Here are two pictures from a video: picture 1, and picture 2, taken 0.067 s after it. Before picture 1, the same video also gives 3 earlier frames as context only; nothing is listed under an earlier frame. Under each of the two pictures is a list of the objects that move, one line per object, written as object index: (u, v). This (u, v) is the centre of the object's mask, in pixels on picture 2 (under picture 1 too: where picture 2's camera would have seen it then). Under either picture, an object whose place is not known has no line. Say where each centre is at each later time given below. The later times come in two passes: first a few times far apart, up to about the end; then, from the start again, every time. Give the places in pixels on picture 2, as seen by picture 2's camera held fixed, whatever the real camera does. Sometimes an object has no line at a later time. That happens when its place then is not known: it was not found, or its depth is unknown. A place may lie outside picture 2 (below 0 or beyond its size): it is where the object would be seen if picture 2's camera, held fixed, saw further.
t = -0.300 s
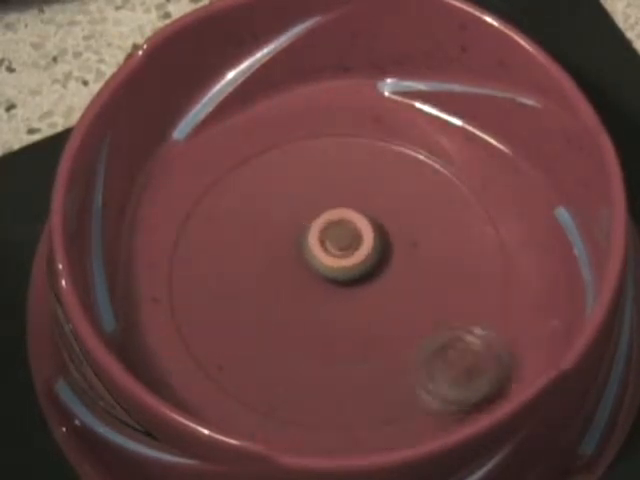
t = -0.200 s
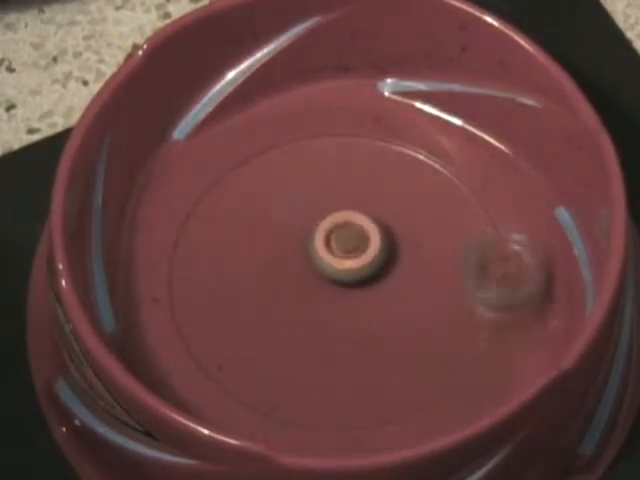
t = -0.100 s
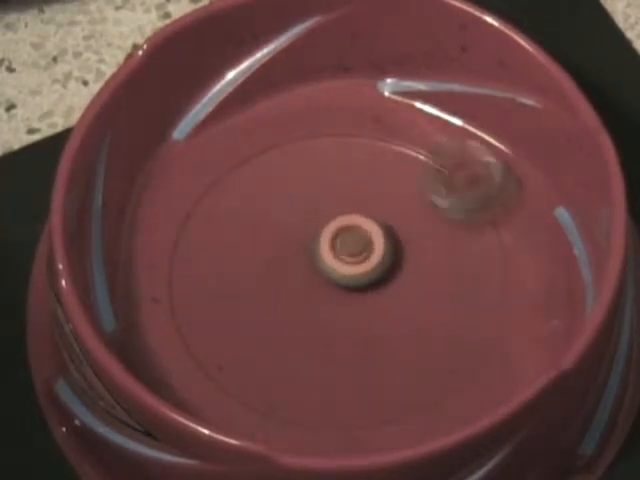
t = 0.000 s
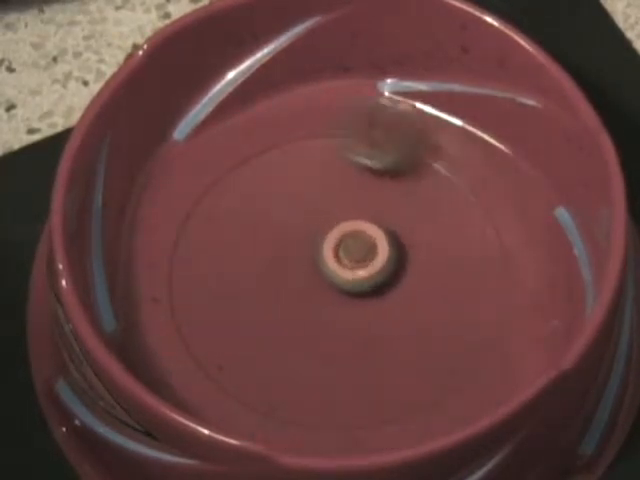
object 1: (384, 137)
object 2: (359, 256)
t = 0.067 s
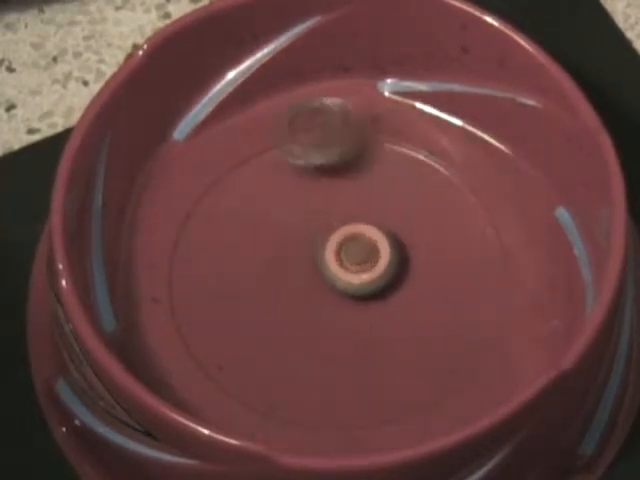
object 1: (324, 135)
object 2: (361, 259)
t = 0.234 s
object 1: (207, 208)
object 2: (366, 268)
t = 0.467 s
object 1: (252, 376)
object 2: (364, 284)
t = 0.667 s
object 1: (427, 386)
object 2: (363, 296)
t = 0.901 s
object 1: (492, 229)
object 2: (359, 303)
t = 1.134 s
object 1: (335, 150)
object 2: (351, 302)
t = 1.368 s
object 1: (200, 256)
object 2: (340, 292)
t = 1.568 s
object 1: (279, 378)
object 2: (331, 280)
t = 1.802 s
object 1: (453, 337)
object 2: (324, 269)
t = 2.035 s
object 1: (429, 194)
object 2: (324, 263)
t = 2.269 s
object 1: (269, 192)
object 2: (334, 261)
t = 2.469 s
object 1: (241, 302)
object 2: (345, 261)
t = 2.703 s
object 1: (380, 351)
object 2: (358, 267)
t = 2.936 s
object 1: (469, 256)
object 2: (353, 270)
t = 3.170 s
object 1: (376, 179)
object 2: (356, 287)
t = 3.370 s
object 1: (286, 252)
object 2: (358, 299)
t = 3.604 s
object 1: (309, 354)
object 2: (375, 310)
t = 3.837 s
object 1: (395, 387)
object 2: (386, 288)
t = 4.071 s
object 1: (429, 310)
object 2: (351, 278)
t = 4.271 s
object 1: (444, 288)
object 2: (265, 237)
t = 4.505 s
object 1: (361, 262)
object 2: (252, 239)
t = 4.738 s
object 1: (351, 316)
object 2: (234, 232)
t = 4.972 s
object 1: (375, 314)
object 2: (273, 251)
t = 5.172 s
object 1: (426, 323)
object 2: (266, 229)
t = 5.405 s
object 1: (455, 271)
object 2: (264, 231)
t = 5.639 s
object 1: (356, 253)
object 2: (261, 273)
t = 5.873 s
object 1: (331, 302)
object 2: (247, 335)
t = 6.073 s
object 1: (355, 314)
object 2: (259, 353)
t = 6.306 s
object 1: (373, 293)
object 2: (270, 348)
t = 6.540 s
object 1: (347, 270)
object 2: (286, 328)
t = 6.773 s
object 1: (352, 226)
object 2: (313, 302)
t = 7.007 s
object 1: (306, 212)
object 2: (357, 289)
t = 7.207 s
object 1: (301, 249)
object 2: (386, 291)
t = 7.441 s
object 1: (322, 279)
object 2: (404, 300)
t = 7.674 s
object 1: (316, 280)
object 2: (405, 303)
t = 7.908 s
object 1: (267, 272)
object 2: (371, 297)
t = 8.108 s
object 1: (242, 291)
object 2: (388, 265)
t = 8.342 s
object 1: (272, 312)
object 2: (391, 214)
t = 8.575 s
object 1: (341, 280)
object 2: (378, 207)
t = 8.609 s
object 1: (342, 278)
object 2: (380, 202)
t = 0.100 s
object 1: (294, 141)
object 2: (363, 261)
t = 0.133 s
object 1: (264, 152)
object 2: (364, 263)
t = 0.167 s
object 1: (243, 167)
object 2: (366, 265)
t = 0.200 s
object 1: (221, 186)
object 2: (366, 266)
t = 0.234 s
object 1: (207, 208)
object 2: (366, 268)
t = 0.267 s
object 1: (196, 233)
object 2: (366, 271)
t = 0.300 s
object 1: (191, 258)
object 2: (366, 273)
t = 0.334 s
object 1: (193, 287)
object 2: (366, 275)
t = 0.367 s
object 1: (199, 311)
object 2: (364, 276)
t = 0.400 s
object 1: (213, 337)
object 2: (365, 279)
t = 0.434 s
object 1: (230, 357)
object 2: (365, 281)
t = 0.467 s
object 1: (252, 376)
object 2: (364, 284)
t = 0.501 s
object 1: (283, 392)
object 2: (365, 286)
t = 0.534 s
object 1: (309, 399)
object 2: (363, 288)
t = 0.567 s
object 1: (341, 404)
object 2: (364, 290)
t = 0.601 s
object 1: (371, 404)
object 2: (363, 292)
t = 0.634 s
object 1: (402, 397)
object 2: (364, 294)
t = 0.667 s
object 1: (427, 386)
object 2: (363, 296)
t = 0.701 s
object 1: (456, 371)
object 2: (363, 297)
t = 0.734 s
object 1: (475, 352)
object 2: (363, 298)
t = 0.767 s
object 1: (493, 328)
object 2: (361, 300)
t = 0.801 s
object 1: (501, 301)
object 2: (360, 301)
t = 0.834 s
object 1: (503, 276)
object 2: (359, 302)
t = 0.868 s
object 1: (502, 252)
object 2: (360, 303)
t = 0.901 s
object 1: (492, 229)
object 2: (359, 303)
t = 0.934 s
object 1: (479, 208)
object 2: (359, 304)
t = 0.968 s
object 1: (459, 188)
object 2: (358, 304)
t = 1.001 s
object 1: (442, 174)
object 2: (357, 303)
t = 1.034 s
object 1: (414, 161)
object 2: (355, 303)
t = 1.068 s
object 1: (391, 153)
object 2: (354, 303)
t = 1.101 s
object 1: (360, 149)
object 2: (352, 302)
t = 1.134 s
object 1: (335, 150)
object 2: (351, 302)
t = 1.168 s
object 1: (306, 155)
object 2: (348, 300)
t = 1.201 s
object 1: (277, 163)
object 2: (348, 300)
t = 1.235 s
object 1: (253, 176)
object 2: (346, 298)
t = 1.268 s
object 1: (234, 191)
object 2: (344, 297)
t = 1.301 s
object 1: (218, 212)
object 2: (343, 295)
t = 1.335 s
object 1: (208, 232)
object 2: (342, 293)
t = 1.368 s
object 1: (200, 256)
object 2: (340, 292)
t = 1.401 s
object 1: (199, 282)
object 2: (339, 290)
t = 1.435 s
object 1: (202, 303)
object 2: (337, 288)
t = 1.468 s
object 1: (218, 329)
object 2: (336, 286)
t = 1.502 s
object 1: (231, 348)
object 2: (335, 283)
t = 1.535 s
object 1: (252, 365)
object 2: (333, 282)
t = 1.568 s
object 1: (279, 378)
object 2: (331, 280)
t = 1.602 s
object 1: (306, 387)
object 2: (330, 279)
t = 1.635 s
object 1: (328, 389)
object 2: (329, 277)
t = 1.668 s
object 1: (359, 388)
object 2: (327, 275)
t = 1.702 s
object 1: (388, 381)
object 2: (326, 274)
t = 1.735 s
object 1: (411, 369)
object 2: (325, 272)
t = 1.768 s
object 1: (433, 355)
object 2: (325, 271)
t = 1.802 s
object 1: (453, 337)
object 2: (324, 269)
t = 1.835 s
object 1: (465, 316)
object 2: (323, 268)
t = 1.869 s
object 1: (472, 293)
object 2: (323, 267)
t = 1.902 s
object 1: (472, 269)
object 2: (323, 266)
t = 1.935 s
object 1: (468, 247)
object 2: (324, 266)
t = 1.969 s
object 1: (462, 229)
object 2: (323, 265)
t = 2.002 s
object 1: (446, 210)
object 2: (324, 264)
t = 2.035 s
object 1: (429, 194)
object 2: (324, 263)
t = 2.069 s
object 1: (406, 180)
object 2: (325, 263)
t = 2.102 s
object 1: (386, 173)
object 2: (325, 262)
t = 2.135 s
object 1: (361, 167)
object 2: (327, 261)
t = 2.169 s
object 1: (336, 168)
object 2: (328, 261)
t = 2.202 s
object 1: (312, 172)
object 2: (330, 261)
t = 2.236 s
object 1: (291, 181)
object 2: (332, 261)
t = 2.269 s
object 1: (269, 192)
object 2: (334, 261)
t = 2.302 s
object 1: (253, 208)
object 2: (336, 261)
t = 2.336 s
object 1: (241, 225)
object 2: (337, 261)
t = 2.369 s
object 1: (234, 244)
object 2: (339, 261)
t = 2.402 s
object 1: (231, 262)
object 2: (341, 261)
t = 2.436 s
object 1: (232, 281)
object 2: (343, 261)
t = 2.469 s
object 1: (241, 302)
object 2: (345, 261)
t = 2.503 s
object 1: (254, 321)
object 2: (347, 262)
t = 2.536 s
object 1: (272, 338)
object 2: (349, 263)
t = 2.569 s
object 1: (292, 349)
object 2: (351, 263)
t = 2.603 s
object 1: (314, 357)
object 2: (353, 264)
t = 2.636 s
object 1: (336, 359)
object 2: (354, 266)
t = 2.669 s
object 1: (358, 358)
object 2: (356, 266)
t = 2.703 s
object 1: (380, 351)
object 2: (358, 267)
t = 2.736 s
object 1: (400, 342)
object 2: (359, 268)
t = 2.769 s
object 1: (417, 328)
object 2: (360, 269)
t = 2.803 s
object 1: (430, 312)
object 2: (360, 269)
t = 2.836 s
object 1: (442, 298)
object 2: (360, 270)
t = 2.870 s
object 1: (459, 287)
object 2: (357, 270)
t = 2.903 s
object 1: (467, 272)
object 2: (354, 269)
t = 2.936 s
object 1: (469, 256)
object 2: (353, 270)
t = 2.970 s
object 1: (469, 239)
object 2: (353, 271)
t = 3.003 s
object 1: (463, 222)
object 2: (353, 273)
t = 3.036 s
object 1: (452, 207)
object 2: (353, 275)
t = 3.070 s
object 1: (436, 194)
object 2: (354, 278)
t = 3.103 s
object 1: (417, 185)
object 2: (355, 281)
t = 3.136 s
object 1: (397, 180)
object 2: (355, 284)
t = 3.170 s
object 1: (376, 179)
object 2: (356, 287)
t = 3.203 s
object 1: (354, 183)
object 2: (356, 289)
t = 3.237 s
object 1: (334, 191)
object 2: (356, 291)
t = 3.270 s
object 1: (317, 203)
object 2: (357, 293)
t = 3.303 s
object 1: (304, 218)
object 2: (357, 296)
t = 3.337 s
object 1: (290, 233)
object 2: (358, 298)
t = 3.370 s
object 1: (286, 252)
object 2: (358, 299)
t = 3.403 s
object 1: (282, 270)
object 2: (357, 302)
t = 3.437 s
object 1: (278, 287)
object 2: (360, 305)
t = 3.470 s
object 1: (275, 301)
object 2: (364, 308)
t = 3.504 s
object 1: (279, 317)
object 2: (367, 310)
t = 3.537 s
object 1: (287, 331)
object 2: (369, 311)
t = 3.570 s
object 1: (299, 344)
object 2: (371, 311)
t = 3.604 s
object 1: (309, 354)
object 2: (375, 310)
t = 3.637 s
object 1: (323, 361)
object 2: (377, 307)
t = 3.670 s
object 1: (339, 370)
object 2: (380, 305)
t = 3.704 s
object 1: (348, 381)
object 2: (385, 298)
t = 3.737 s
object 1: (356, 388)
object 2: (387, 292)
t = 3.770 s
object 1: (368, 392)
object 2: (388, 289)
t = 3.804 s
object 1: (380, 391)
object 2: (388, 288)
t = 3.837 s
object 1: (395, 387)
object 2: (386, 288)
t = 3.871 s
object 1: (408, 380)
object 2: (383, 287)
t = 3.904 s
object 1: (421, 371)
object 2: (380, 287)
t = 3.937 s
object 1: (429, 359)
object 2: (376, 286)
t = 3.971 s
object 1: (434, 346)
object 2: (371, 285)
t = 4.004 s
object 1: (434, 330)
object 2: (366, 284)
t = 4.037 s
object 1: (433, 319)
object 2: (358, 281)
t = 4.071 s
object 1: (429, 310)
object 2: (351, 278)
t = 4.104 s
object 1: (436, 309)
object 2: (328, 266)
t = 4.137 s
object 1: (447, 312)
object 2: (304, 252)
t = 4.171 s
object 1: (450, 310)
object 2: (288, 245)
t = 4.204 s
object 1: (452, 305)
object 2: (278, 240)
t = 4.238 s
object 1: (451, 297)
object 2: (271, 238)
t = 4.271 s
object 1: (444, 288)
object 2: (265, 237)
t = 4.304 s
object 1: (437, 280)
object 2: (262, 237)
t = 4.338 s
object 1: (425, 273)
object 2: (259, 237)
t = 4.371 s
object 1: (412, 268)
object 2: (256, 238)
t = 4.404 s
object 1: (400, 265)
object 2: (254, 238)
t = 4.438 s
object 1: (386, 263)
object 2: (252, 238)
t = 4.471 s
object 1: (372, 262)
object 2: (252, 239)
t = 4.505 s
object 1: (361, 262)
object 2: (252, 239)
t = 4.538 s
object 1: (345, 265)
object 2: (251, 239)
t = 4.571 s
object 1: (334, 270)
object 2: (248, 238)
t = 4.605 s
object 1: (334, 279)
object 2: (239, 234)
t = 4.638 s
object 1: (336, 290)
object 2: (233, 231)
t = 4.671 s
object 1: (342, 299)
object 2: (232, 231)
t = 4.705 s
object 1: (346, 308)
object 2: (232, 231)
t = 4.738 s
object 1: (351, 316)
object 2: (234, 232)
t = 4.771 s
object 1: (355, 322)
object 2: (237, 235)
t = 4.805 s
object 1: (360, 323)
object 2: (242, 238)
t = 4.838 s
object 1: (366, 323)
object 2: (248, 241)
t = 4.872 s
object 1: (368, 322)
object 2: (254, 243)
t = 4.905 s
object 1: (371, 320)
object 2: (260, 246)
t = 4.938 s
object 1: (373, 318)
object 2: (267, 249)
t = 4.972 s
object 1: (375, 314)
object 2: (273, 251)
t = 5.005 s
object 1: (375, 311)
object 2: (279, 254)
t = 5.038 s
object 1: (374, 306)
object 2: (285, 256)
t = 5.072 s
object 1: (373, 301)
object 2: (290, 260)
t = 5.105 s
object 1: (376, 299)
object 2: (292, 260)
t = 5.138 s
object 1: (397, 311)
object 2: (278, 244)
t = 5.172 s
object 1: (426, 323)
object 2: (266, 229)
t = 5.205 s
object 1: (442, 327)
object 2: (256, 219)
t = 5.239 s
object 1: (452, 326)
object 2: (251, 213)
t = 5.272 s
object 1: (461, 320)
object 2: (252, 212)
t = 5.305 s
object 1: (465, 309)
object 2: (255, 214)
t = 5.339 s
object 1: (465, 298)
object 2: (256, 219)
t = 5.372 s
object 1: (462, 284)
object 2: (261, 225)
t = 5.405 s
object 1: (455, 271)
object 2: (264, 231)
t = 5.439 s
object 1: (443, 260)
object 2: (267, 238)
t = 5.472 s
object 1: (428, 251)
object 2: (270, 243)
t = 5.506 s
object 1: (412, 246)
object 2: (273, 249)
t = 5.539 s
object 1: (394, 243)
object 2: (277, 255)
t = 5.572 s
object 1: (375, 246)
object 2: (278, 261)
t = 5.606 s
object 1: (362, 249)
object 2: (274, 268)
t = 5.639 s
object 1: (356, 253)
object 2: (261, 273)
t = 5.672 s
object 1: (348, 261)
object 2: (254, 283)
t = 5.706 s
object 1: (339, 269)
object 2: (252, 292)
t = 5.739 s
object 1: (335, 277)
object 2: (249, 303)
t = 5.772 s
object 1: (331, 285)
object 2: (248, 312)
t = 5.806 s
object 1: (329, 292)
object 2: (248, 321)
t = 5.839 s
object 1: (329, 296)
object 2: (247, 328)
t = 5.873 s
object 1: (331, 302)
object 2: (247, 335)
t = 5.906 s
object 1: (332, 307)
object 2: (250, 341)
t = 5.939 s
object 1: (332, 311)
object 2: (254, 346)
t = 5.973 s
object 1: (334, 313)
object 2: (256, 348)
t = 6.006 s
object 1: (344, 316)
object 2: (256, 350)
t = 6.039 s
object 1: (349, 316)
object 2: (258, 352)
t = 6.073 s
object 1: (355, 314)
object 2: (259, 353)
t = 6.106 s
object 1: (361, 312)
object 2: (261, 353)
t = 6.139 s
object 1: (363, 309)
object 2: (262, 352)
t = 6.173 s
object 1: (368, 308)
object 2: (265, 352)
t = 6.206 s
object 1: (371, 305)
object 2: (267, 352)
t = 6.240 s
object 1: (373, 301)
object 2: (268, 350)
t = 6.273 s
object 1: (373, 297)
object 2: (270, 349)
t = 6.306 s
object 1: (373, 293)
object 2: (270, 348)
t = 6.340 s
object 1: (372, 289)
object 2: (272, 346)
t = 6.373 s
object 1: (370, 285)
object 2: (273, 344)
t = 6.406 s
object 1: (368, 281)
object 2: (275, 341)
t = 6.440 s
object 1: (365, 278)
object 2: (277, 338)
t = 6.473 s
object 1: (359, 275)
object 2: (280, 335)
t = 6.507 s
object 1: (352, 272)
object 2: (282, 331)
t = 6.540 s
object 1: (347, 270)
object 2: (286, 328)
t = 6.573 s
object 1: (346, 265)
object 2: (287, 327)
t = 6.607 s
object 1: (353, 257)
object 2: (287, 325)
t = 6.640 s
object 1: (355, 251)
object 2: (292, 319)
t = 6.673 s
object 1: (357, 246)
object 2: (298, 312)
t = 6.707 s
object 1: (355, 241)
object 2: (305, 306)
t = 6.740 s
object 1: (354, 233)
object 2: (309, 303)
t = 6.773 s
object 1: (352, 226)
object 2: (313, 302)
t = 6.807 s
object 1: (349, 221)
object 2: (320, 299)
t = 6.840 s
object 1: (342, 215)
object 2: (326, 297)
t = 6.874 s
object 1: (337, 212)
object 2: (333, 295)
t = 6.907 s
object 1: (328, 208)
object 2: (339, 294)
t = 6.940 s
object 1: (321, 208)
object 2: (345, 292)
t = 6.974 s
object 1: (313, 209)
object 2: (351, 290)
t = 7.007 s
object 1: (306, 212)
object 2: (357, 289)
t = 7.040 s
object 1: (301, 216)
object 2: (362, 289)
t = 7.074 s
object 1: (299, 224)
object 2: (369, 289)
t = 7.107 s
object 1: (298, 229)
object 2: (374, 289)
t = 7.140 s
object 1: (297, 235)
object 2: (378, 290)
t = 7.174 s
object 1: (297, 241)
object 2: (382, 290)
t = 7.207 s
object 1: (301, 249)
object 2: (386, 291)
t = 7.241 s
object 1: (306, 256)
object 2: (390, 292)
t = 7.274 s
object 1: (313, 262)
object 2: (392, 293)
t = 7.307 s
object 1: (316, 266)
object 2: (397, 296)
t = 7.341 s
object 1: (315, 269)
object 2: (403, 298)
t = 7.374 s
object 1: (315, 273)
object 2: (404, 298)
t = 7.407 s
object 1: (320, 277)
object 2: (404, 299)
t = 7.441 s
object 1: (322, 279)
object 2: (404, 300)
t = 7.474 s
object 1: (324, 282)
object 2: (407, 300)
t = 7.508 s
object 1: (326, 283)
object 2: (408, 300)
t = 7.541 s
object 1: (325, 284)
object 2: (408, 301)
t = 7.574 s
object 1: (323, 284)
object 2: (408, 302)
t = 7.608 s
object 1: (323, 284)
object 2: (406, 302)
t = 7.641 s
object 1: (321, 283)
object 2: (404, 302)
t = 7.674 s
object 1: (316, 280)
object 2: (405, 303)
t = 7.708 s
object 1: (307, 273)
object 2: (404, 306)
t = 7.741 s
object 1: (298, 269)
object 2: (397, 308)
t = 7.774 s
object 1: (293, 267)
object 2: (391, 308)
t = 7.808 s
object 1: (285, 266)
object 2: (386, 306)
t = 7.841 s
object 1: (276, 267)
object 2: (380, 303)
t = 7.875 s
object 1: (270, 268)
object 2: (376, 301)
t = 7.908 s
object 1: (267, 272)
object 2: (371, 297)
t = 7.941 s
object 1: (263, 275)
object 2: (366, 294)
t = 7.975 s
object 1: (263, 278)
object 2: (362, 290)
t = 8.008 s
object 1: (264, 282)
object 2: (357, 285)
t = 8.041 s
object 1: (263, 286)
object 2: (355, 280)
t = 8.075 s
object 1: (251, 290)
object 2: (374, 273)
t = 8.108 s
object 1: (242, 291)
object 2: (388, 265)
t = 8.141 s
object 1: (239, 294)
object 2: (397, 256)
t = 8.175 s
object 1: (239, 297)
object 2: (403, 248)
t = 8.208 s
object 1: (241, 301)
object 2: (405, 240)
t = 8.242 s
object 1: (246, 305)
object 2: (404, 231)
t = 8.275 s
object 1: (253, 309)
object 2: (399, 224)
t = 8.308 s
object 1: (263, 311)
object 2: (395, 217)
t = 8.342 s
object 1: (272, 312)
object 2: (391, 214)
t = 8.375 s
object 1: (285, 311)
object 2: (387, 212)
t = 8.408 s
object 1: (296, 309)
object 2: (385, 211)
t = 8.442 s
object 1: (306, 306)
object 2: (382, 210)
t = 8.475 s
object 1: (315, 302)
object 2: (380, 210)
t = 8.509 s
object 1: (323, 296)
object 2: (379, 209)
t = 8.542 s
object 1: (332, 290)
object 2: (378, 208)
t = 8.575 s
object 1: (341, 280)
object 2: (378, 207)
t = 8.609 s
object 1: (342, 278)
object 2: (380, 202)
